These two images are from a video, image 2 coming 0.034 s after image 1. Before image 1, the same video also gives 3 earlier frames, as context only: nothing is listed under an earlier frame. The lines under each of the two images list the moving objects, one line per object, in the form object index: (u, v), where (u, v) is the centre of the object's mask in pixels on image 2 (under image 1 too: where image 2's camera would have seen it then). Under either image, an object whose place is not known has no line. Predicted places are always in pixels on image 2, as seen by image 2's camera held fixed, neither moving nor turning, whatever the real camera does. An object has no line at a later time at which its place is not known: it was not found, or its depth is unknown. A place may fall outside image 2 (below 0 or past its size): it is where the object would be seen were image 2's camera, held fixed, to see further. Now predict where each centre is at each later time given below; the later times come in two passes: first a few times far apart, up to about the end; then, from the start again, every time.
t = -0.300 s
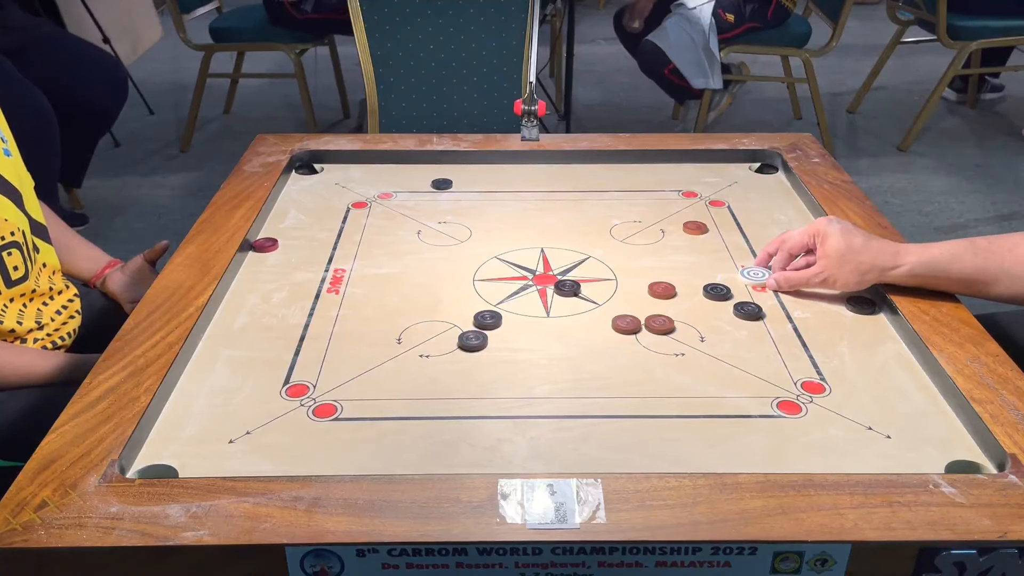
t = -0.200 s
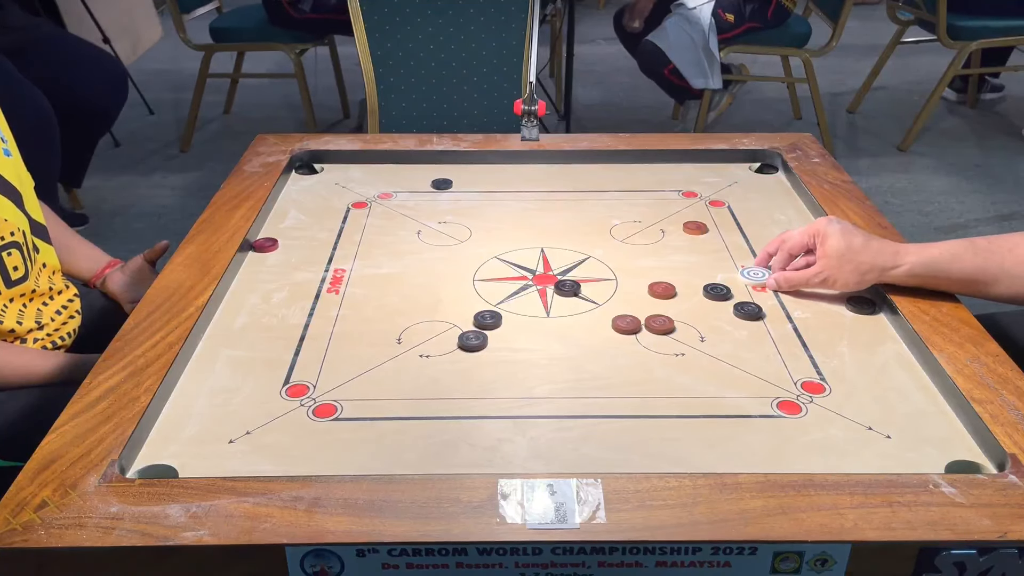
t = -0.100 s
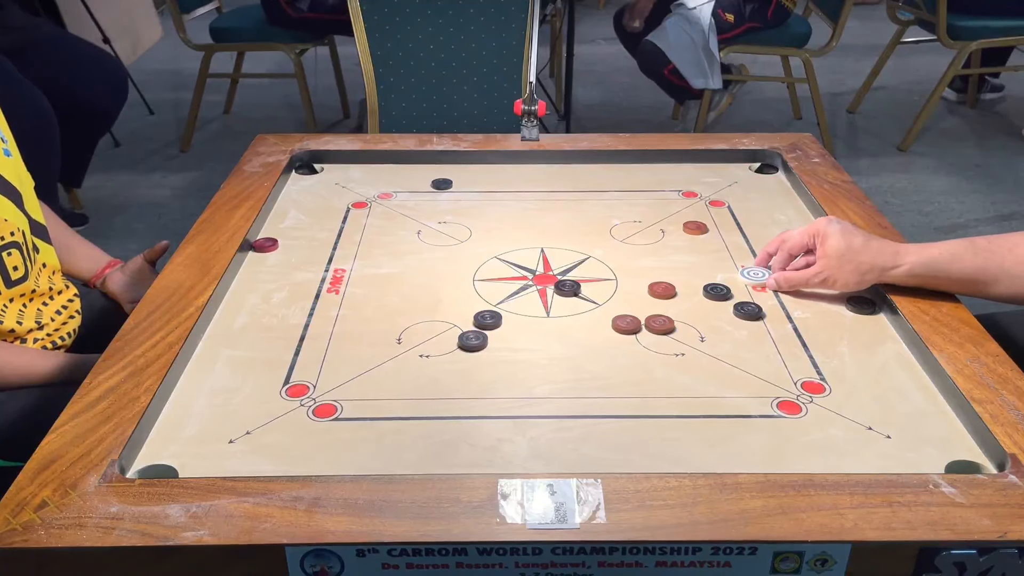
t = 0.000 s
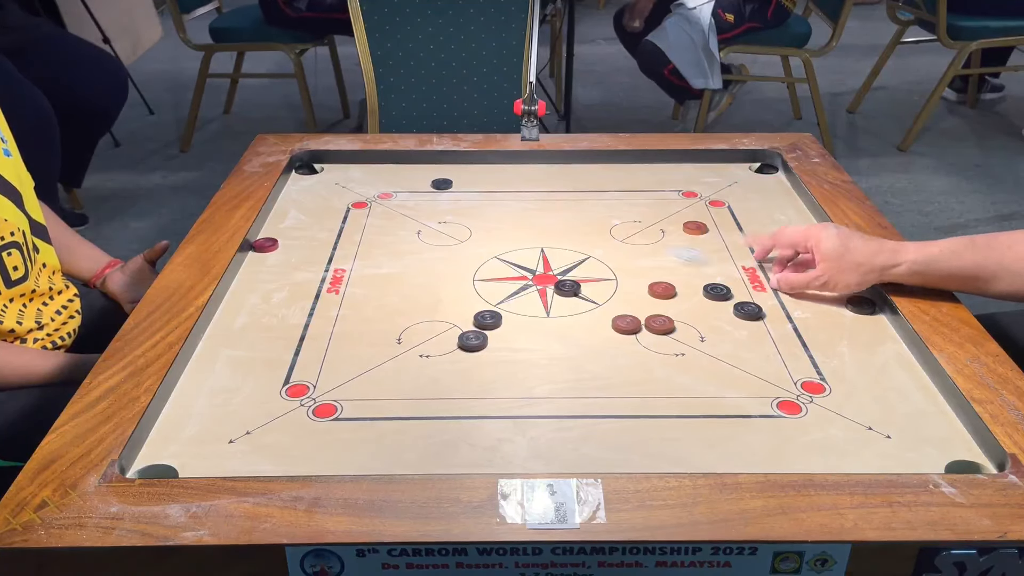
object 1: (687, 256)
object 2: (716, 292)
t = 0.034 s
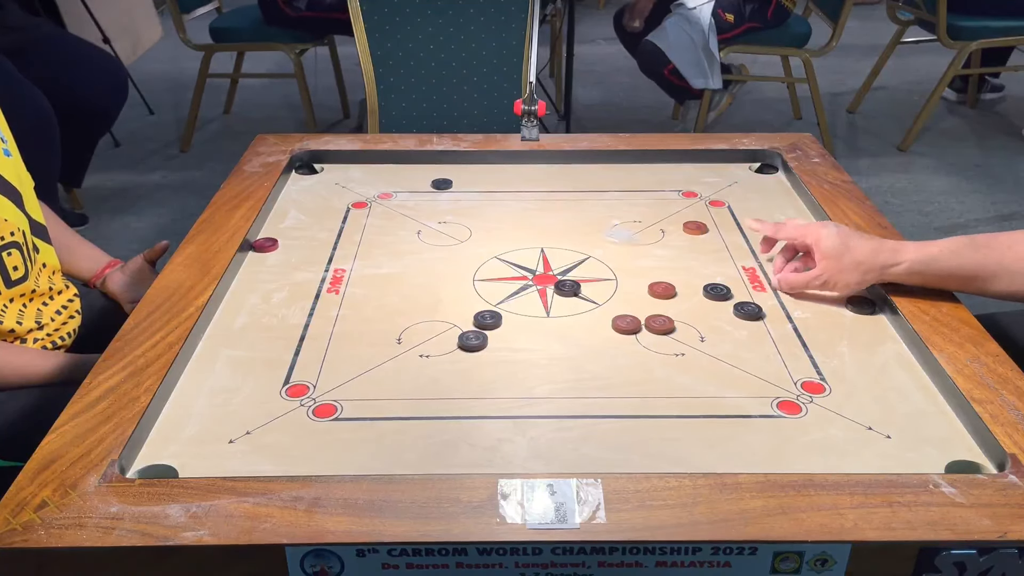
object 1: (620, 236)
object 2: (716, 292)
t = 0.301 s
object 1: (359, 184)
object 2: (716, 292)
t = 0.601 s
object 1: (346, 238)
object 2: (717, 292)
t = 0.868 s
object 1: (425, 275)
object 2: (688, 295)
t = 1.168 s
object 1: (479, 301)
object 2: (683, 298)
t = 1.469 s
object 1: (497, 305)
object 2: (683, 298)
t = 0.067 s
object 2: (716, 292)
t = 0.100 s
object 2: (716, 292)
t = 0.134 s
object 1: (460, 186)
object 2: (716, 292)
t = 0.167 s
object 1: (439, 179)
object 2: (716, 292)
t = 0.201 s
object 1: (418, 170)
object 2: (716, 292)
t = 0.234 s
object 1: (399, 169)
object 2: (716, 292)
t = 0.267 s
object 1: (379, 178)
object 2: (716, 292)
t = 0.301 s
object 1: (359, 184)
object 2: (716, 292)
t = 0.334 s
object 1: (337, 190)
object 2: (716, 292)
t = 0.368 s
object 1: (319, 197)
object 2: (716, 292)
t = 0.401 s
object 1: (299, 203)
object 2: (716, 292)
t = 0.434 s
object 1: (289, 210)
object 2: (716, 292)
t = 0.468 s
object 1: (302, 216)
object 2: (716, 292)
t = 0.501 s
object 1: (313, 222)
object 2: (716, 292)
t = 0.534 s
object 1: (325, 227)
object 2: (716, 292)
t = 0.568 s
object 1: (335, 232)
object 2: (717, 292)
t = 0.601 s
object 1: (346, 238)
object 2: (717, 292)
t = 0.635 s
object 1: (357, 243)
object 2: (716, 292)
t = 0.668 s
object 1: (368, 248)
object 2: (716, 292)
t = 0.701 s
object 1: (378, 253)
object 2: (716, 292)
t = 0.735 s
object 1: (388, 258)
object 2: (716, 292)
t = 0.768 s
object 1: (398, 263)
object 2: (716, 292)
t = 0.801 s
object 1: (407, 267)
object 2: (710, 292)
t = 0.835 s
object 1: (416, 271)
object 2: (694, 294)
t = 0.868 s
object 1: (425, 275)
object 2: (688, 295)
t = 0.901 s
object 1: (433, 279)
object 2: (686, 297)
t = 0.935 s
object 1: (441, 283)
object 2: (684, 298)
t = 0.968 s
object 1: (448, 287)
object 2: (683, 298)
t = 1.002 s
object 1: (454, 290)
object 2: (683, 298)
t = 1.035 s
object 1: (460, 292)
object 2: (683, 298)
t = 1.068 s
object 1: (466, 295)
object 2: (683, 298)
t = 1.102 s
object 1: (471, 297)
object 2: (683, 298)
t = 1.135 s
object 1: (475, 300)
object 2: (683, 298)
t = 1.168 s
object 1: (479, 301)
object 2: (683, 298)
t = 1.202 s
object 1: (483, 302)
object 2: (683, 298)
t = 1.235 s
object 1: (486, 303)
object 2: (683, 298)
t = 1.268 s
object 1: (489, 304)
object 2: (683, 298)
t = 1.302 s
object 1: (491, 304)
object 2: (683, 298)
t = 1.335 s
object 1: (493, 305)
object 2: (683, 298)
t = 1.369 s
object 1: (495, 305)
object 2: (683, 298)
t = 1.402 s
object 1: (496, 305)
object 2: (683, 298)
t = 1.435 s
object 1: (497, 305)
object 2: (683, 298)
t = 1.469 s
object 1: (497, 305)
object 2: (683, 298)
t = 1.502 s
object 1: (497, 305)
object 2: (683, 298)
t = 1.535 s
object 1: (497, 305)
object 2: (683, 298)
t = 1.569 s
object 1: (497, 305)
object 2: (683, 298)
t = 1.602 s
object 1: (497, 305)
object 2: (683, 298)
